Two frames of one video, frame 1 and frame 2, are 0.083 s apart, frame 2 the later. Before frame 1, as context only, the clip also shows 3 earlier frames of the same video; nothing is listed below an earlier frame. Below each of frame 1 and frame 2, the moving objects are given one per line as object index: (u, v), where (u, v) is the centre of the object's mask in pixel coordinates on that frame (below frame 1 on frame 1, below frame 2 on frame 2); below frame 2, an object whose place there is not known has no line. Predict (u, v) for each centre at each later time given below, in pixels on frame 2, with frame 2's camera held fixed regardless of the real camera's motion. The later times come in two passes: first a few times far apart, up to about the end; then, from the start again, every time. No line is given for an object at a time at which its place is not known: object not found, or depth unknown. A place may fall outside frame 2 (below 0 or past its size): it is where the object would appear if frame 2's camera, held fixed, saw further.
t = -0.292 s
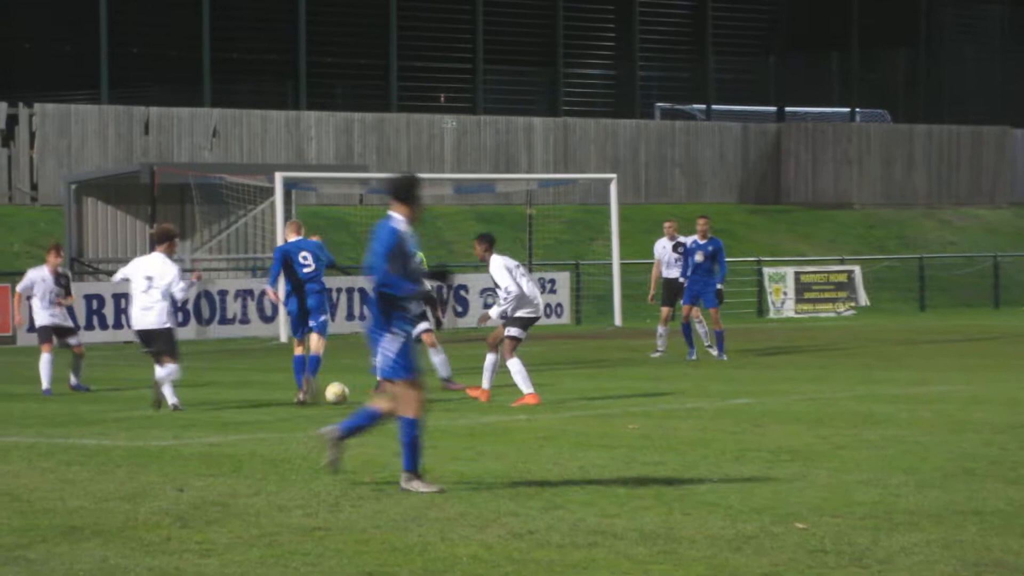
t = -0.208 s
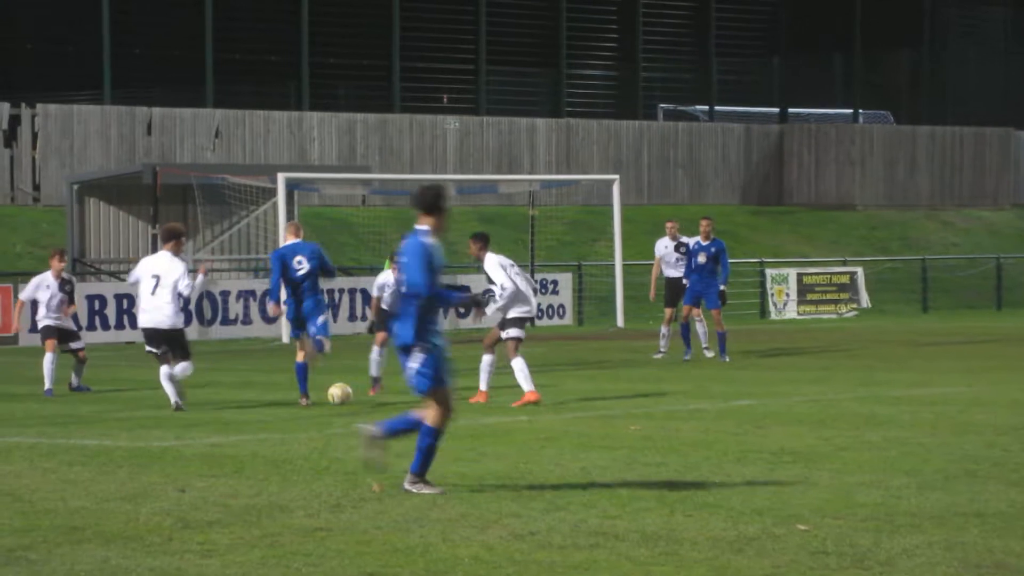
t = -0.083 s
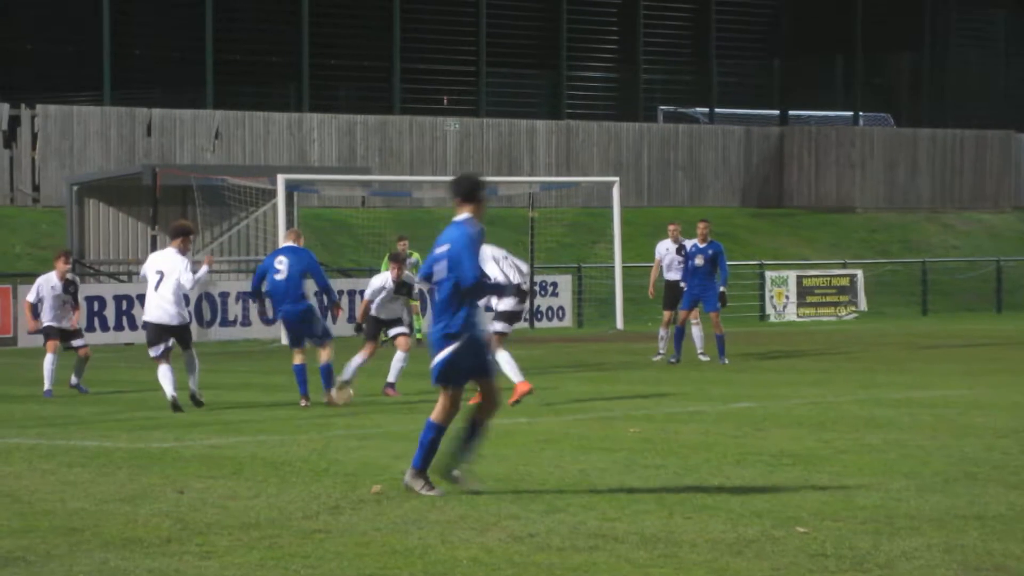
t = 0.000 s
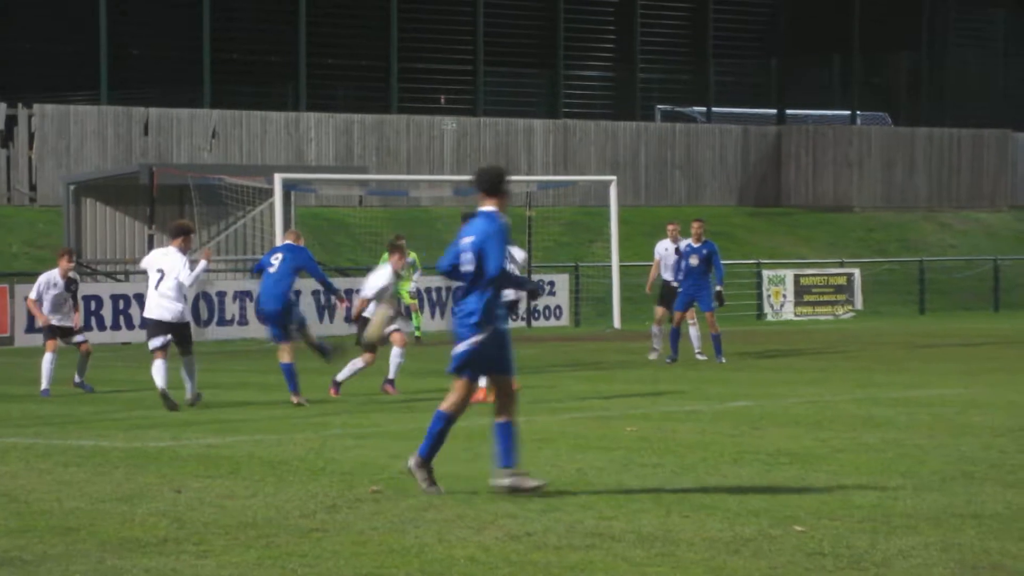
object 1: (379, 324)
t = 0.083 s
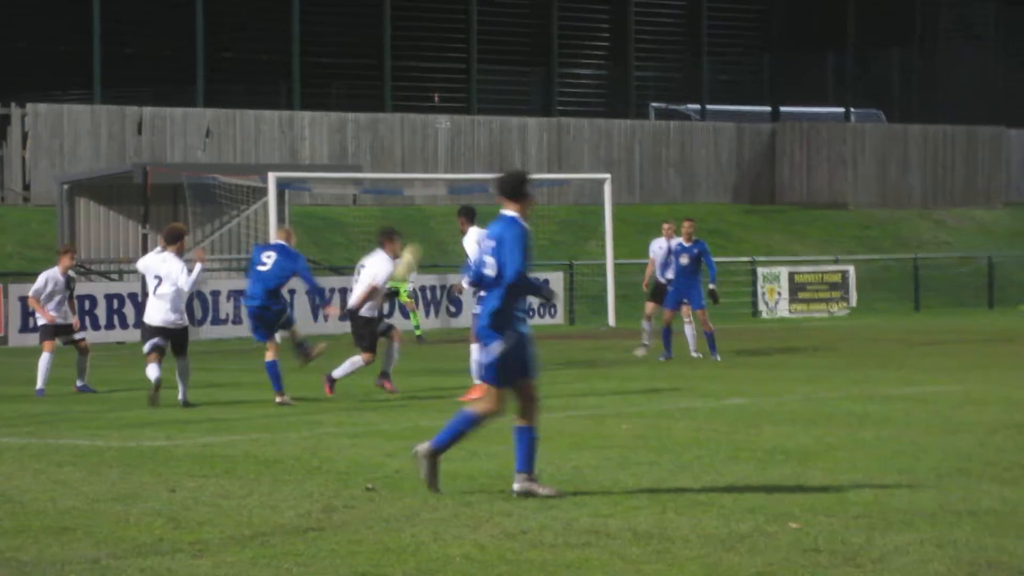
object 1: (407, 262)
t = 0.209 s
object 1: (446, 193)
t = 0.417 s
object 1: (489, 114)
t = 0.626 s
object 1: (510, 76)
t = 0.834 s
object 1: (519, 69)
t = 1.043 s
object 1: (518, 88)
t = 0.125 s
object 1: (422, 235)
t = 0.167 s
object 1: (435, 213)
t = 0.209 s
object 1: (446, 193)
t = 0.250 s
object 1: (458, 172)
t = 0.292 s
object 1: (465, 156)
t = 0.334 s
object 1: (474, 140)
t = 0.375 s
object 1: (481, 127)
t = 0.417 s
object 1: (489, 114)
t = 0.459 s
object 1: (494, 104)
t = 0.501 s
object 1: (499, 95)
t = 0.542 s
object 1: (503, 88)
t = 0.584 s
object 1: (507, 81)
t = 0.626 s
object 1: (510, 76)
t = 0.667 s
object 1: (512, 72)
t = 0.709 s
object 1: (514, 70)
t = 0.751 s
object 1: (516, 68)
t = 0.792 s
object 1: (517, 68)
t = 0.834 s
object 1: (519, 69)
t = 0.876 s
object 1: (519, 71)
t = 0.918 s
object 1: (520, 74)
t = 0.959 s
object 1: (519, 77)
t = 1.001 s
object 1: (518, 82)
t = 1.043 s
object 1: (518, 88)
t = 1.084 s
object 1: (517, 95)
